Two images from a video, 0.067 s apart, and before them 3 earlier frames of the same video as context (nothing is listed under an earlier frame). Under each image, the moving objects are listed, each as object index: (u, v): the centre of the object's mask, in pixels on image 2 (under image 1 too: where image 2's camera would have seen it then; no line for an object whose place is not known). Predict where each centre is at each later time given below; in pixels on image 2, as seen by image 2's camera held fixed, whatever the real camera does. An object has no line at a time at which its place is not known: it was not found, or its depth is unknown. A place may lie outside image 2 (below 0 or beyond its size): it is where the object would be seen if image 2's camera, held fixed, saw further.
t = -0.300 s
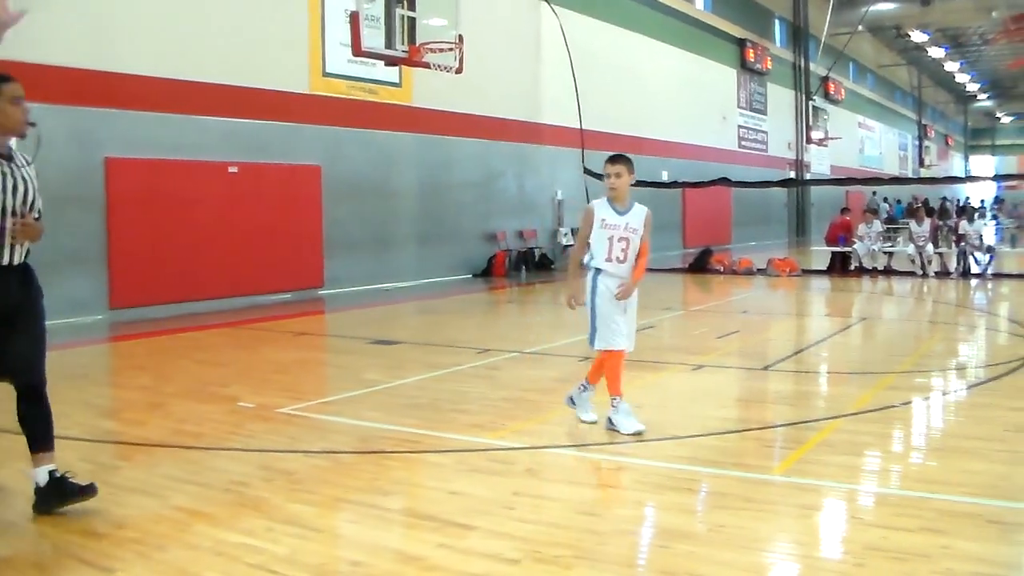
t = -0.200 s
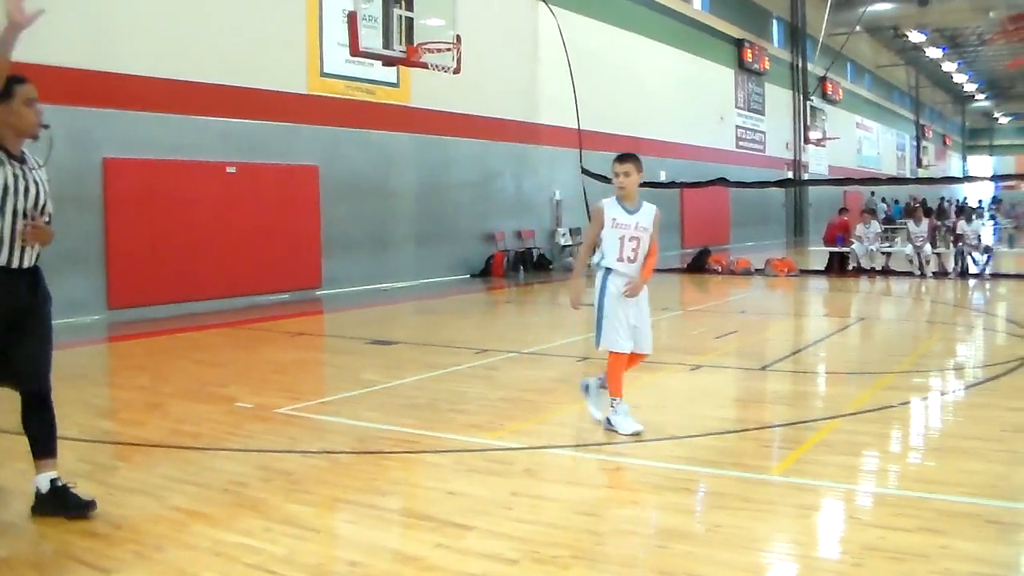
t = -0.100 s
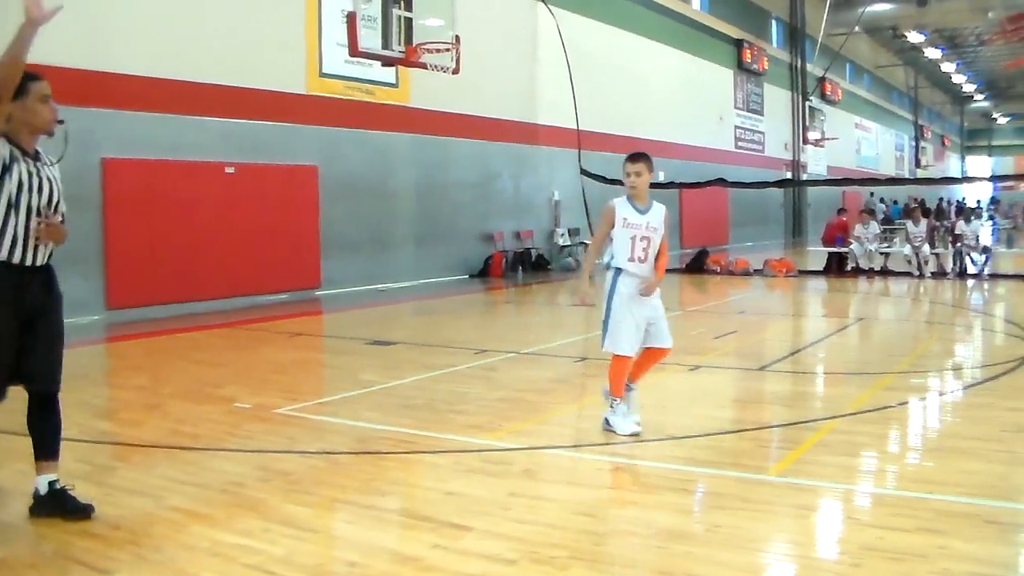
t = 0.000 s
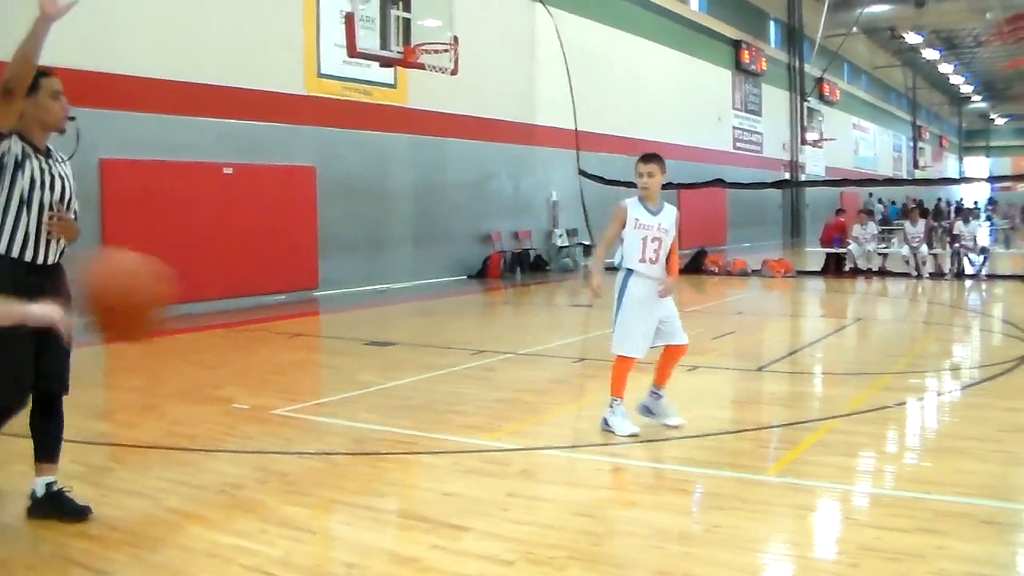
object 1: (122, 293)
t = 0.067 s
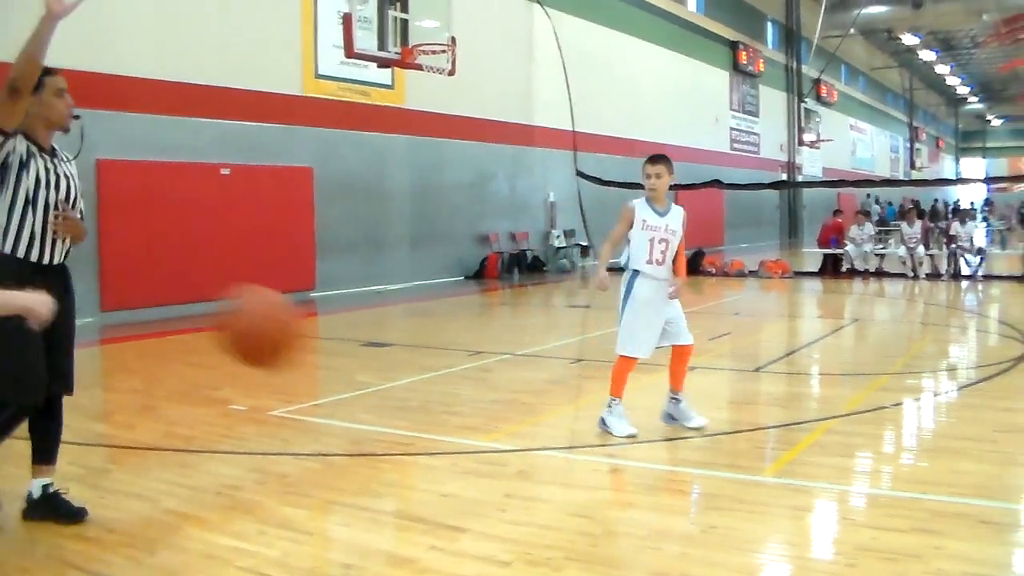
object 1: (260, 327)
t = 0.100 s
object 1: (318, 347)
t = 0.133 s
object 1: (370, 367)
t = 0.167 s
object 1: (416, 387)
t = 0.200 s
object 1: (461, 408)
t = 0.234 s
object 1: (499, 431)
